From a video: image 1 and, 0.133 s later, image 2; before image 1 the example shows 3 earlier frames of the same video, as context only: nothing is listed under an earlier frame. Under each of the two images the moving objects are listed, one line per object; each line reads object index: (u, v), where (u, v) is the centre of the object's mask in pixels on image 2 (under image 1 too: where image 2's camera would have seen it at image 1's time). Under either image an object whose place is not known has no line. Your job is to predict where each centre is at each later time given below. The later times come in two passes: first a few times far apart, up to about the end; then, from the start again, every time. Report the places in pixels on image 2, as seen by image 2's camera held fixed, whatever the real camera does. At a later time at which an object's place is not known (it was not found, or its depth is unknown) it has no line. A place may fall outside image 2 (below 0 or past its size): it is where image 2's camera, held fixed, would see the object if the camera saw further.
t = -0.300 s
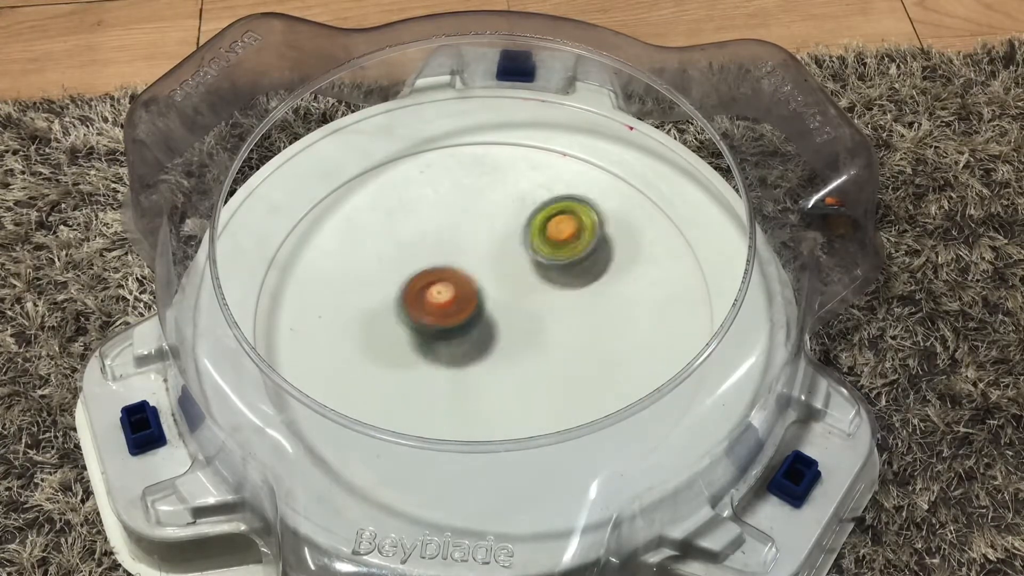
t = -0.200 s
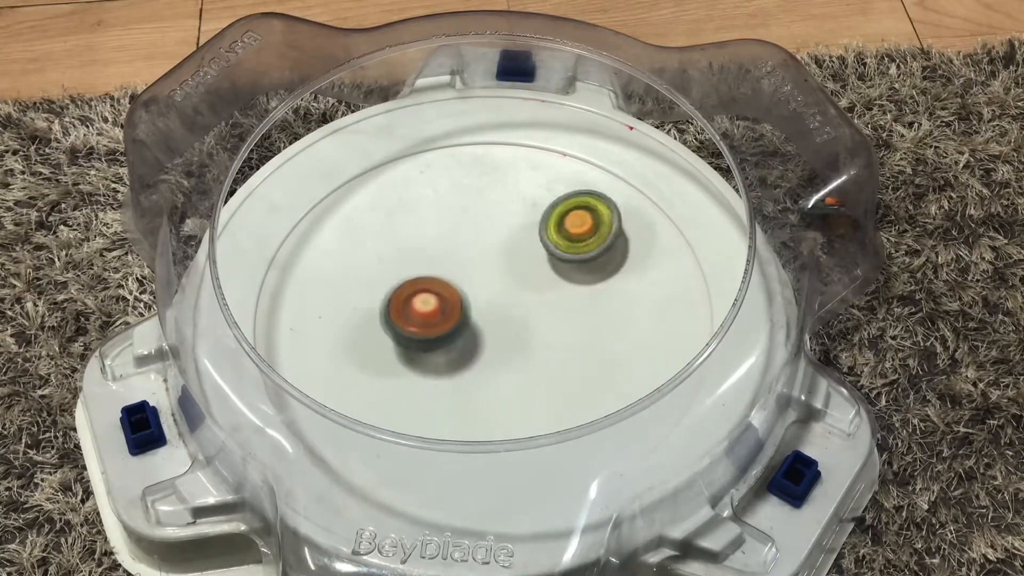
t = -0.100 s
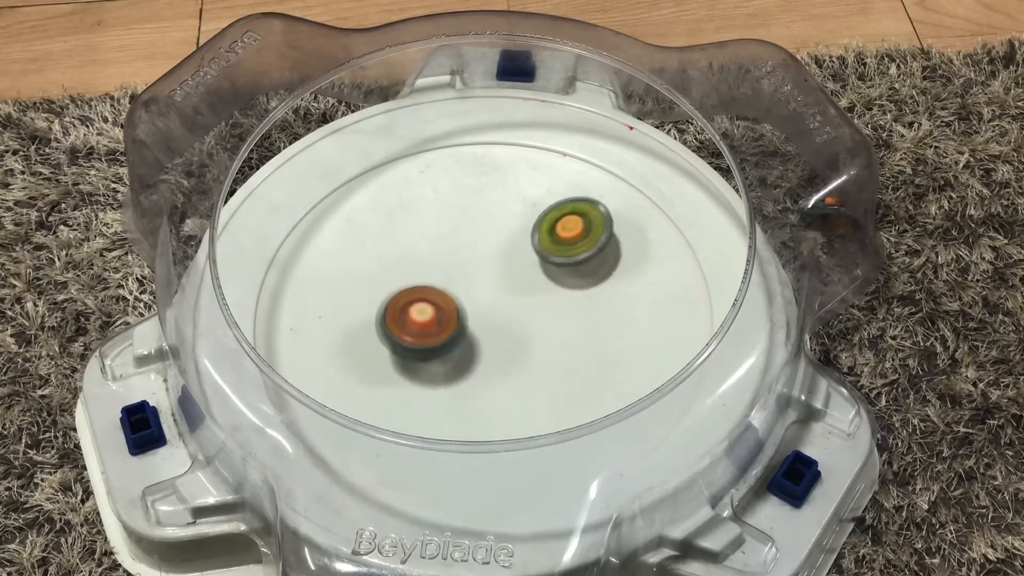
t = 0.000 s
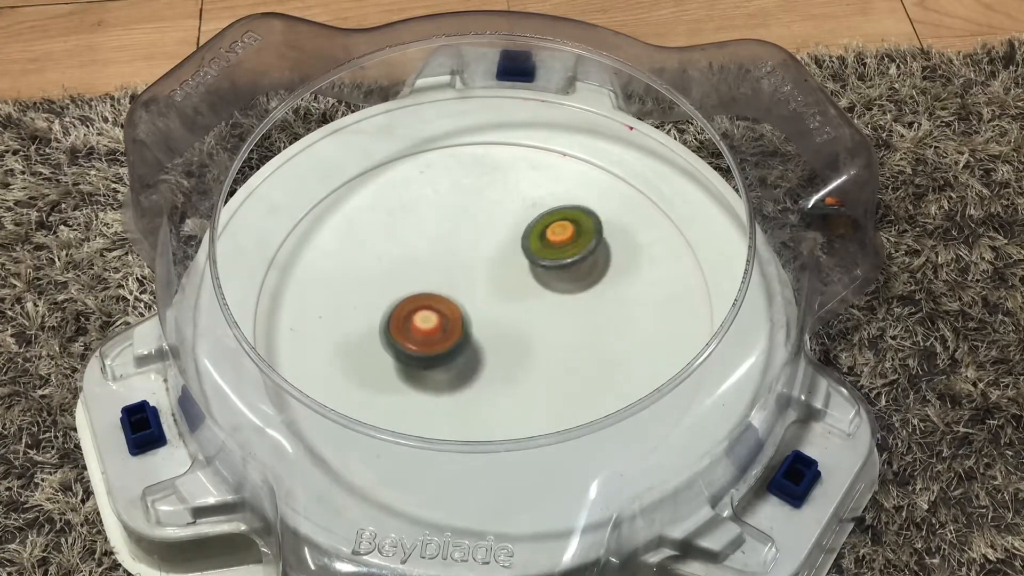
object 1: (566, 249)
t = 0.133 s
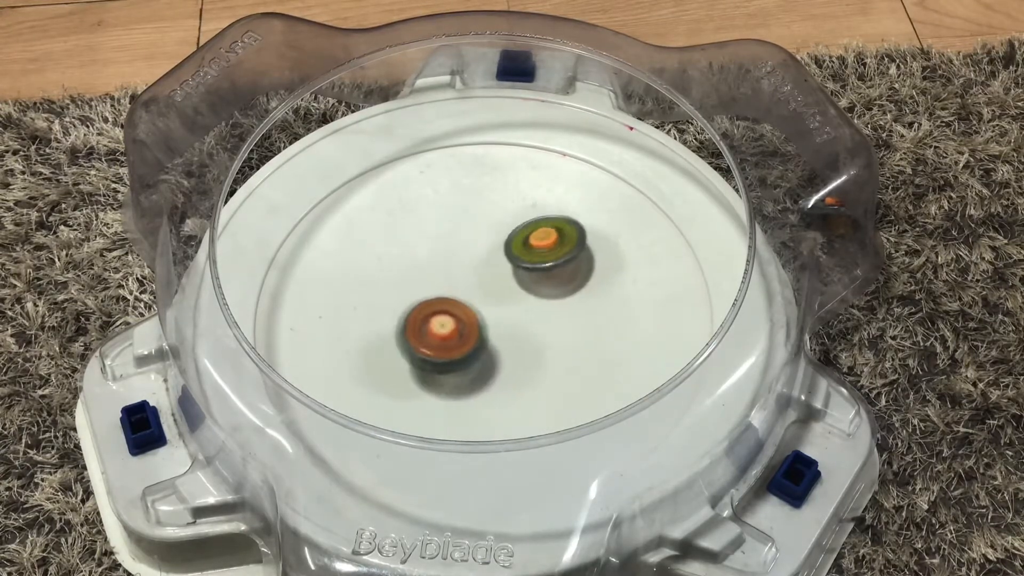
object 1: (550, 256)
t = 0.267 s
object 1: (532, 260)
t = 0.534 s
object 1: (503, 233)
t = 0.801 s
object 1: (477, 209)
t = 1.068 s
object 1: (462, 208)
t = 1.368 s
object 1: (457, 225)
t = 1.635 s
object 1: (445, 246)
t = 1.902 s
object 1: (425, 261)
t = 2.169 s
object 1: (407, 267)
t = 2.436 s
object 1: (402, 267)
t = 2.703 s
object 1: (411, 279)
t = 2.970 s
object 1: (409, 299)
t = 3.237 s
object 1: (400, 314)
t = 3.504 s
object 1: (389, 319)
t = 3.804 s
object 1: (398, 320)
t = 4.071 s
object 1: (408, 319)
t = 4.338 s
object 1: (418, 337)
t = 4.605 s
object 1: (419, 353)
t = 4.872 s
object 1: (416, 357)
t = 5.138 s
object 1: (417, 352)
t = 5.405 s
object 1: (442, 354)
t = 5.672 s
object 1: (498, 340)
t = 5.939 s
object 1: (465, 427)
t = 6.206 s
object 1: (473, 412)
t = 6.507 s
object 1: (440, 389)
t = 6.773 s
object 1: (364, 329)
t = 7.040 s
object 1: (429, 312)
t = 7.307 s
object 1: (413, 255)
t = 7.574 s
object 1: (411, 255)
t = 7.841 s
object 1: (418, 255)
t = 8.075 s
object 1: (418, 256)
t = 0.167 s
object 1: (545, 258)
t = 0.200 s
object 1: (541, 259)
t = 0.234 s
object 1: (536, 259)
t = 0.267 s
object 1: (532, 260)
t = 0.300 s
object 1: (528, 260)
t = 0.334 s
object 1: (523, 260)
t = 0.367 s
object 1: (519, 260)
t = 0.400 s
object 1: (515, 258)
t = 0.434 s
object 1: (511, 255)
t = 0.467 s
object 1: (507, 252)
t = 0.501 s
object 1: (503, 247)
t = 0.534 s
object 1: (503, 233)
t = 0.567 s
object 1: (502, 220)
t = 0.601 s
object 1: (498, 212)
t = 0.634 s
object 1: (494, 207)
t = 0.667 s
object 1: (491, 207)
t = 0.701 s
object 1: (487, 208)
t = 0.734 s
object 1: (484, 209)
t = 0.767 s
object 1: (480, 209)
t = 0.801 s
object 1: (477, 209)
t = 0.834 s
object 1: (474, 209)
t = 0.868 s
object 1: (472, 209)
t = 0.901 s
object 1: (470, 209)
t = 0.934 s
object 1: (468, 209)
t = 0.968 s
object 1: (466, 209)
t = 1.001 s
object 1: (465, 209)
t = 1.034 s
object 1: (463, 209)
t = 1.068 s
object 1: (462, 208)
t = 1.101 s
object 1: (462, 209)
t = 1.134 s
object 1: (461, 210)
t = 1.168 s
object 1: (460, 211)
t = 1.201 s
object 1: (460, 213)
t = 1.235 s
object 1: (460, 215)
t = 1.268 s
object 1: (459, 218)
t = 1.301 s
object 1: (459, 221)
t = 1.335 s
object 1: (458, 223)
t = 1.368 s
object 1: (457, 225)
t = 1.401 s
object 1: (456, 228)
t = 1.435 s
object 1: (455, 231)
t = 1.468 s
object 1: (454, 233)
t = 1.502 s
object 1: (452, 236)
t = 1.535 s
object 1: (451, 238)
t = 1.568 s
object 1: (449, 241)
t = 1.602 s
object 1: (447, 243)
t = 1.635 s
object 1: (445, 246)
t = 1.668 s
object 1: (443, 248)
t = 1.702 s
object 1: (441, 251)
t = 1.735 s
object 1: (438, 253)
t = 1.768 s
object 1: (436, 254)
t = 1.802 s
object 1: (434, 256)
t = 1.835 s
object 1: (431, 258)
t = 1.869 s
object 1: (428, 260)
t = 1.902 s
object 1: (425, 261)
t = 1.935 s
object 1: (422, 263)
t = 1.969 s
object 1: (419, 264)
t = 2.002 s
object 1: (417, 265)
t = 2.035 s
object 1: (414, 265)
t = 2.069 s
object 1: (412, 266)
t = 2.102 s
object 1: (411, 267)
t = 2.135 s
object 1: (409, 267)
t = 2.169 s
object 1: (407, 267)
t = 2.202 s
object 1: (406, 267)
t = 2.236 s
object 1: (404, 266)
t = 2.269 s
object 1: (403, 266)
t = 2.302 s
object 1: (402, 266)
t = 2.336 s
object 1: (402, 266)
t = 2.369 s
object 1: (402, 266)
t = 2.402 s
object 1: (402, 266)
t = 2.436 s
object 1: (402, 267)
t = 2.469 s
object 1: (403, 268)
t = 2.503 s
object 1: (404, 268)
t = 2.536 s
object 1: (405, 270)
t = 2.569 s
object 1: (407, 271)
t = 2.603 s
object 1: (408, 273)
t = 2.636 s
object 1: (409, 275)
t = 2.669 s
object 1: (411, 277)
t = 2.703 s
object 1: (411, 279)
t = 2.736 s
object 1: (413, 282)
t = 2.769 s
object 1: (413, 284)
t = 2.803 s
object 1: (414, 287)
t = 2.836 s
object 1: (414, 290)
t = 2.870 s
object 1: (410, 291)
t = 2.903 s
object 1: (410, 293)
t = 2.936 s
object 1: (410, 296)
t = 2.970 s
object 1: (409, 299)
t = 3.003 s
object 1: (409, 301)
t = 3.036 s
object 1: (408, 303)
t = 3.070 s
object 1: (406, 305)
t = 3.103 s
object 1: (405, 308)
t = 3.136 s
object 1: (404, 309)
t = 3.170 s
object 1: (402, 311)
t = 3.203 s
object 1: (401, 313)
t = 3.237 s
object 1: (400, 314)
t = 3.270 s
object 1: (398, 315)
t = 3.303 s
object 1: (396, 316)
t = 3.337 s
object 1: (395, 317)
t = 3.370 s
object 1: (393, 318)
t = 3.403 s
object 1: (392, 318)
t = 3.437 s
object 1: (390, 319)
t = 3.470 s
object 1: (390, 319)
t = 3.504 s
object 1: (389, 319)
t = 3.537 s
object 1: (388, 319)
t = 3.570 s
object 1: (389, 319)
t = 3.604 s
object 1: (389, 319)
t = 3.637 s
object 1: (390, 318)
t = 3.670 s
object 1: (391, 318)
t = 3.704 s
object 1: (393, 319)
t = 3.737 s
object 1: (394, 319)
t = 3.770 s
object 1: (396, 319)
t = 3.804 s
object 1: (398, 320)
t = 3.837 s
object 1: (400, 320)
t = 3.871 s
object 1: (402, 321)
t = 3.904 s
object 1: (404, 322)
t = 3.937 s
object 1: (406, 323)
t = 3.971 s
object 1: (404, 321)
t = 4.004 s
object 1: (403, 318)
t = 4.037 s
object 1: (405, 318)
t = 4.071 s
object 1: (408, 319)
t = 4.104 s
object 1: (409, 321)
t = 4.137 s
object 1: (411, 323)
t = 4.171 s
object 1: (412, 325)
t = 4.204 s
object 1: (414, 328)
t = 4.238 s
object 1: (415, 330)
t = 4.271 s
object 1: (416, 332)
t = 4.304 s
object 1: (417, 335)
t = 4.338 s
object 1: (418, 337)
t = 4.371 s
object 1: (419, 339)
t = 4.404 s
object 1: (419, 342)
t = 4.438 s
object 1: (419, 344)
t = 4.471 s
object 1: (419, 346)
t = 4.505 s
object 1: (419, 348)
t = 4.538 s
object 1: (419, 349)
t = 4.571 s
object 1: (419, 351)
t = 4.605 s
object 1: (419, 353)
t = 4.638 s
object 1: (418, 354)
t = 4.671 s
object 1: (418, 355)
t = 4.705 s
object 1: (418, 356)
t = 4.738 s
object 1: (417, 357)
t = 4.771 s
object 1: (417, 357)
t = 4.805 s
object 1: (417, 357)
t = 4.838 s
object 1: (417, 357)
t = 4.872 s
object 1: (416, 357)
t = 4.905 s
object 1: (417, 357)
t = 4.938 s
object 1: (417, 356)
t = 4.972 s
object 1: (418, 356)
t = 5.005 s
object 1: (419, 355)
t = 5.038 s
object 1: (420, 354)
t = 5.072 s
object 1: (422, 354)
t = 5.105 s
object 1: (420, 352)
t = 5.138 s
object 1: (417, 352)
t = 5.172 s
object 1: (417, 354)
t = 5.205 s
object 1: (418, 354)
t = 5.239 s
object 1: (421, 354)
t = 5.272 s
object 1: (424, 354)
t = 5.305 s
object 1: (424, 351)
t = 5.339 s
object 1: (427, 350)
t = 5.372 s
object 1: (436, 354)
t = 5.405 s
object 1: (442, 354)
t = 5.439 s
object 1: (449, 353)
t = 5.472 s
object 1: (457, 351)
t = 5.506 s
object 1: (465, 348)
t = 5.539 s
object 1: (473, 346)
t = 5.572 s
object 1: (480, 345)
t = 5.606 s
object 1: (486, 344)
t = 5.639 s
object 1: (492, 341)
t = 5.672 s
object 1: (498, 340)
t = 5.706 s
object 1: (504, 339)
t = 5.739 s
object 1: (506, 341)
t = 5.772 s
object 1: (495, 352)
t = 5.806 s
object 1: (491, 378)
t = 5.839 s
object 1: (482, 399)
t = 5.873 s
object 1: (475, 407)
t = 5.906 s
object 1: (469, 422)
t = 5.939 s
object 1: (465, 427)
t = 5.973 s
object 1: (463, 429)
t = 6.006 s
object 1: (463, 427)
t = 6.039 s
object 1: (465, 425)
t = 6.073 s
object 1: (467, 416)
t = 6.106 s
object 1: (468, 415)
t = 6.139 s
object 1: (470, 414)
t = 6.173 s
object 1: (471, 413)
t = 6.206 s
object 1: (473, 412)
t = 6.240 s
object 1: (474, 410)
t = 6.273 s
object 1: (475, 408)
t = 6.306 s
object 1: (476, 406)
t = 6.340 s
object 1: (477, 404)
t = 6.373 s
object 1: (478, 401)
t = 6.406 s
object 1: (477, 397)
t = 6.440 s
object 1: (475, 393)
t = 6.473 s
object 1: (459, 391)
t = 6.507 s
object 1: (440, 389)
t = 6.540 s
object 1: (423, 381)
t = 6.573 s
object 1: (408, 375)
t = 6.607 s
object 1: (396, 362)
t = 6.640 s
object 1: (380, 351)
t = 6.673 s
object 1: (366, 344)
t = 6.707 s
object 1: (363, 336)
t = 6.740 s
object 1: (363, 332)
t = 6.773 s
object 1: (364, 329)
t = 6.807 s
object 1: (369, 322)
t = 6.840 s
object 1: (376, 319)
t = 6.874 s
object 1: (384, 317)
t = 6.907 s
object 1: (392, 314)
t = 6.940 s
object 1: (403, 316)
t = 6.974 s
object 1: (413, 316)
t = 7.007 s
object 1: (422, 314)
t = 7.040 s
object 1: (429, 312)
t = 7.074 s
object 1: (436, 309)
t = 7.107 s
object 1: (440, 308)
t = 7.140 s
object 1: (439, 303)
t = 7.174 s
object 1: (428, 290)
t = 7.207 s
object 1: (426, 281)
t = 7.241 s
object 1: (423, 274)
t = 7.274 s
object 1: (418, 264)
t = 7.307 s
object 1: (413, 255)
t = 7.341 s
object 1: (408, 250)
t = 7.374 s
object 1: (404, 249)
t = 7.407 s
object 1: (402, 245)
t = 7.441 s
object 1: (402, 246)
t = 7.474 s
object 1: (403, 249)
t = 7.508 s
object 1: (406, 252)
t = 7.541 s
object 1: (409, 253)
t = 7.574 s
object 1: (411, 255)
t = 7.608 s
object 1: (413, 255)
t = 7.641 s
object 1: (414, 256)
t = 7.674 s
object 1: (415, 256)
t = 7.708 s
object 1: (417, 255)
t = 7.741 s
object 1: (418, 255)
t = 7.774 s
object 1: (419, 254)
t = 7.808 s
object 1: (419, 254)
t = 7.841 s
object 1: (418, 255)
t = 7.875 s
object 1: (418, 255)
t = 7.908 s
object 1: (417, 256)
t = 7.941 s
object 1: (418, 255)
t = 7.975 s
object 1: (419, 255)
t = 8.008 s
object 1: (419, 255)
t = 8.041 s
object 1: (419, 255)
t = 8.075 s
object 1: (418, 256)
